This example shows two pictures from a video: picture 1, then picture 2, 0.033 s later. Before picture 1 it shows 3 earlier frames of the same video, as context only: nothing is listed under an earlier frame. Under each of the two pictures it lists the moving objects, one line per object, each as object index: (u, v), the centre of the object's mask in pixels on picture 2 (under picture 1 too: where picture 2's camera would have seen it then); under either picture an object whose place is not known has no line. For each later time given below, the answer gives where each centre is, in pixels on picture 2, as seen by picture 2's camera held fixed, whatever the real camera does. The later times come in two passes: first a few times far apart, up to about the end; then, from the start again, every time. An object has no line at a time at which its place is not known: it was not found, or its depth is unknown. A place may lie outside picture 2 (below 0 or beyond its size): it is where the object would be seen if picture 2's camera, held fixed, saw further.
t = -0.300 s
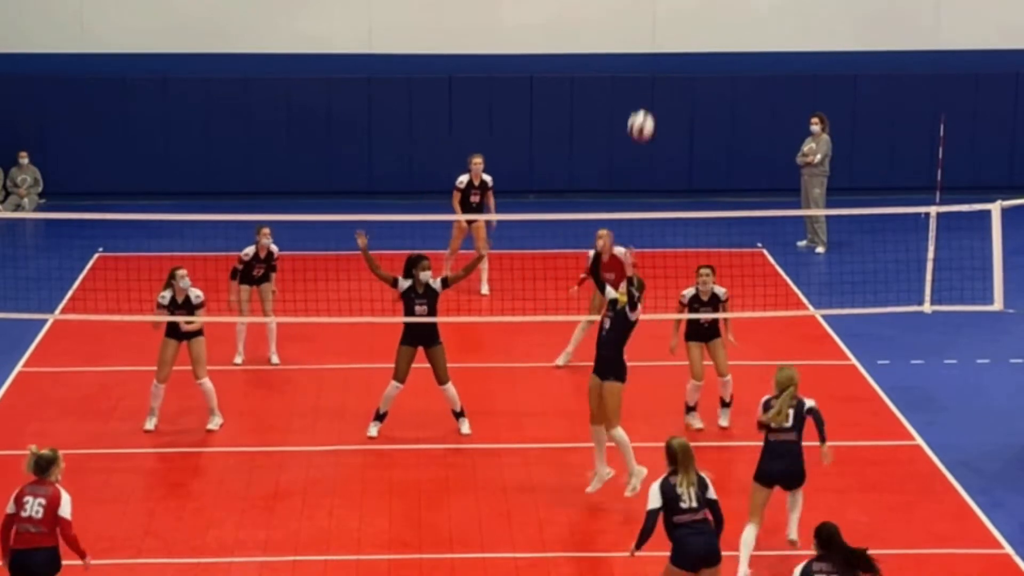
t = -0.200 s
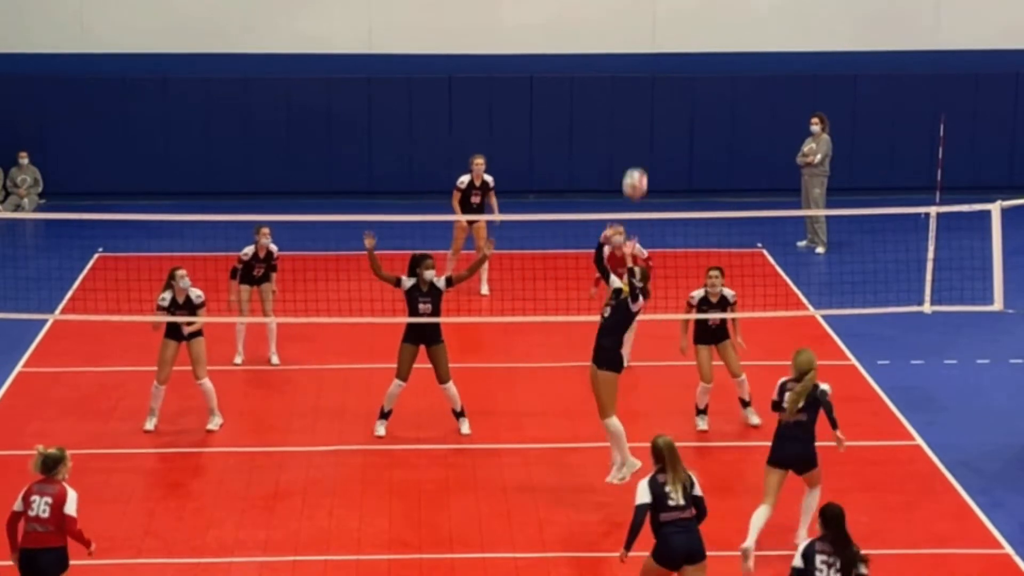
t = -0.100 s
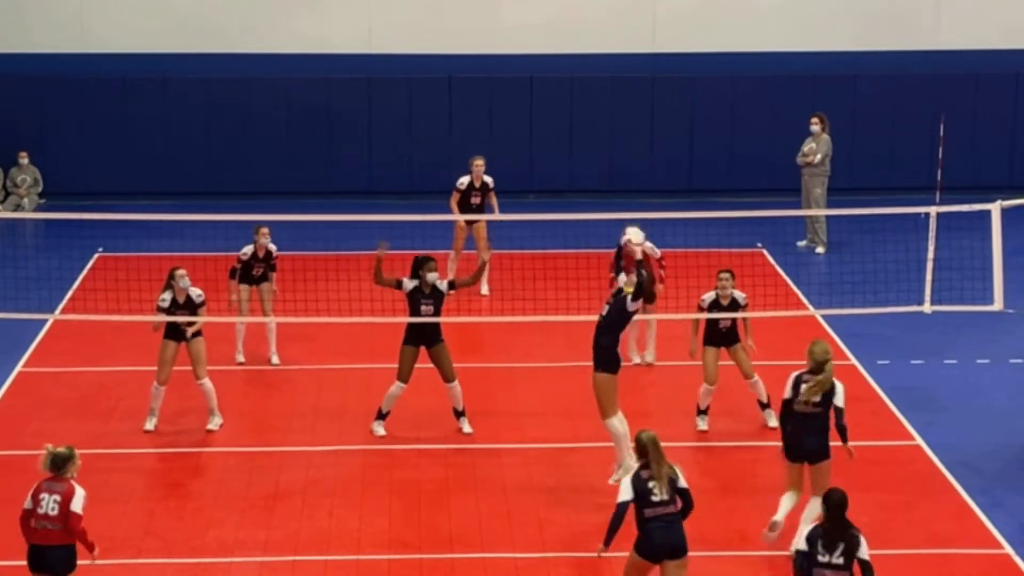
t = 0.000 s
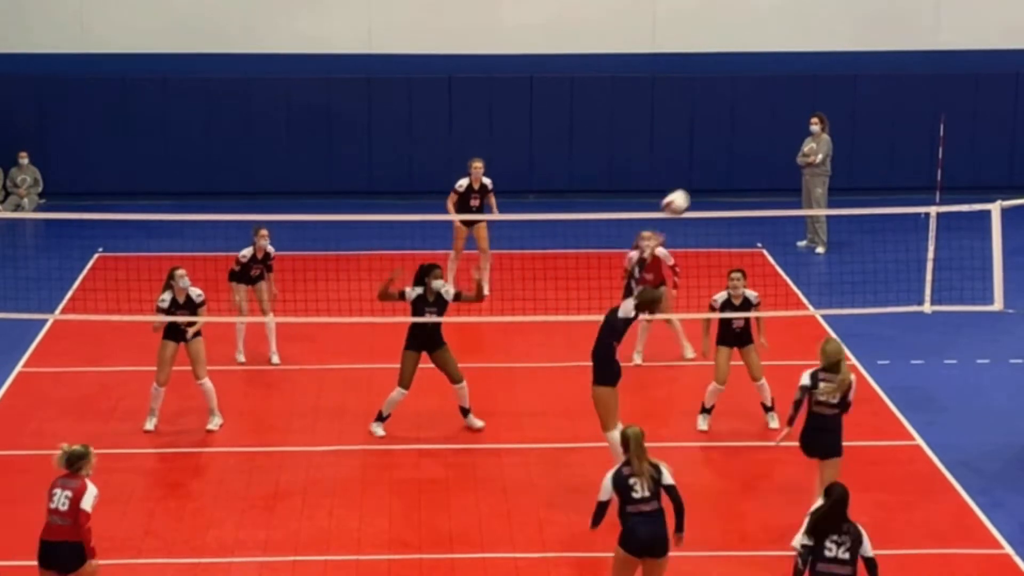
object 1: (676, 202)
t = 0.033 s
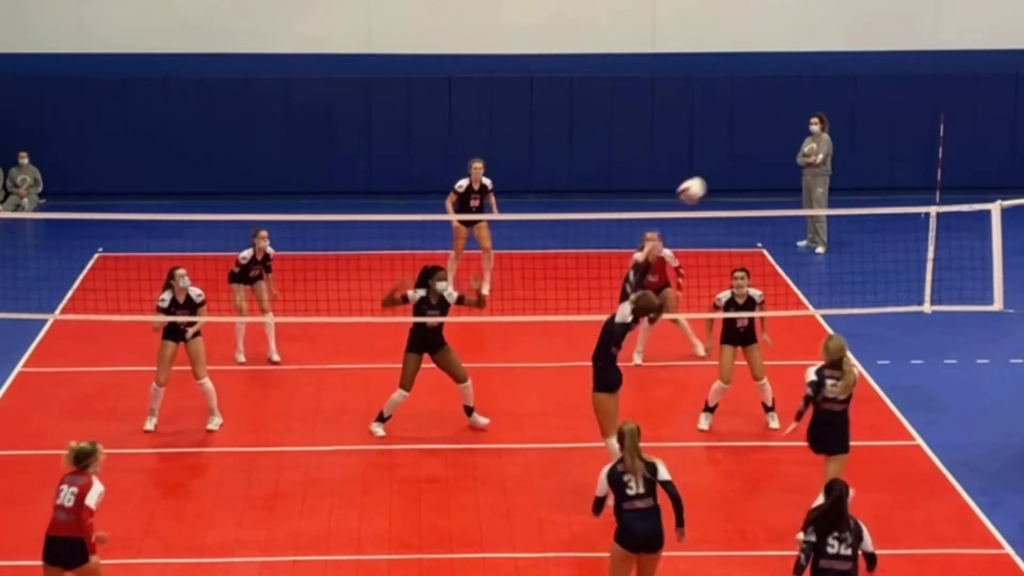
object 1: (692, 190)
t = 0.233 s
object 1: (785, 144)
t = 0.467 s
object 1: (883, 150)
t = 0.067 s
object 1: (708, 180)
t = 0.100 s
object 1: (724, 169)
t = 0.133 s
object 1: (739, 161)
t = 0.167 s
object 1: (755, 154)
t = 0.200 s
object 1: (770, 148)
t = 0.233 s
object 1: (785, 144)
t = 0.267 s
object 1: (799, 141)
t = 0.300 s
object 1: (814, 140)
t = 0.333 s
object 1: (829, 139)
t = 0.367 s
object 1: (844, 140)
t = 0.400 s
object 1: (856, 142)
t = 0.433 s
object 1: (870, 145)
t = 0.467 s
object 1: (883, 150)
